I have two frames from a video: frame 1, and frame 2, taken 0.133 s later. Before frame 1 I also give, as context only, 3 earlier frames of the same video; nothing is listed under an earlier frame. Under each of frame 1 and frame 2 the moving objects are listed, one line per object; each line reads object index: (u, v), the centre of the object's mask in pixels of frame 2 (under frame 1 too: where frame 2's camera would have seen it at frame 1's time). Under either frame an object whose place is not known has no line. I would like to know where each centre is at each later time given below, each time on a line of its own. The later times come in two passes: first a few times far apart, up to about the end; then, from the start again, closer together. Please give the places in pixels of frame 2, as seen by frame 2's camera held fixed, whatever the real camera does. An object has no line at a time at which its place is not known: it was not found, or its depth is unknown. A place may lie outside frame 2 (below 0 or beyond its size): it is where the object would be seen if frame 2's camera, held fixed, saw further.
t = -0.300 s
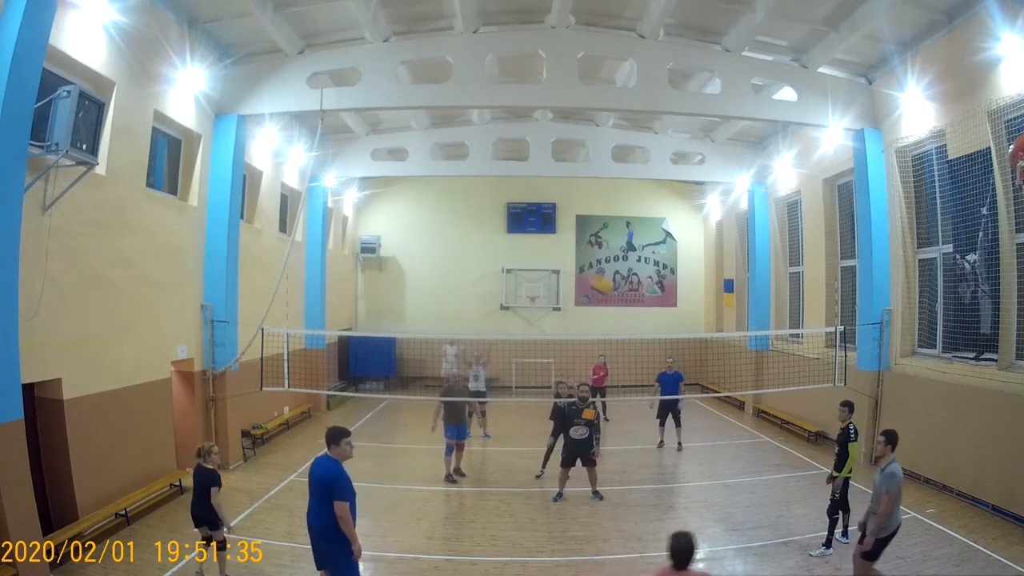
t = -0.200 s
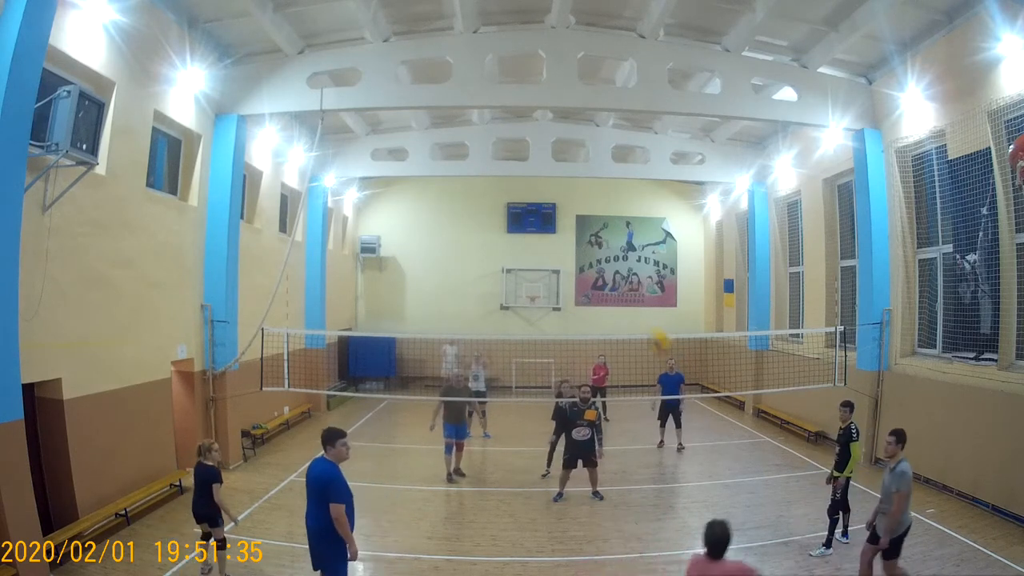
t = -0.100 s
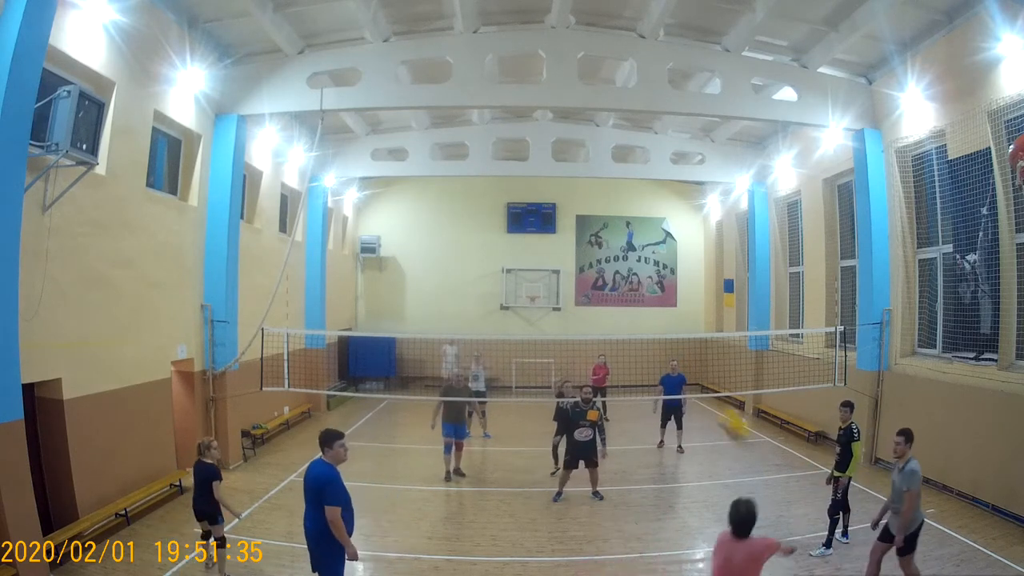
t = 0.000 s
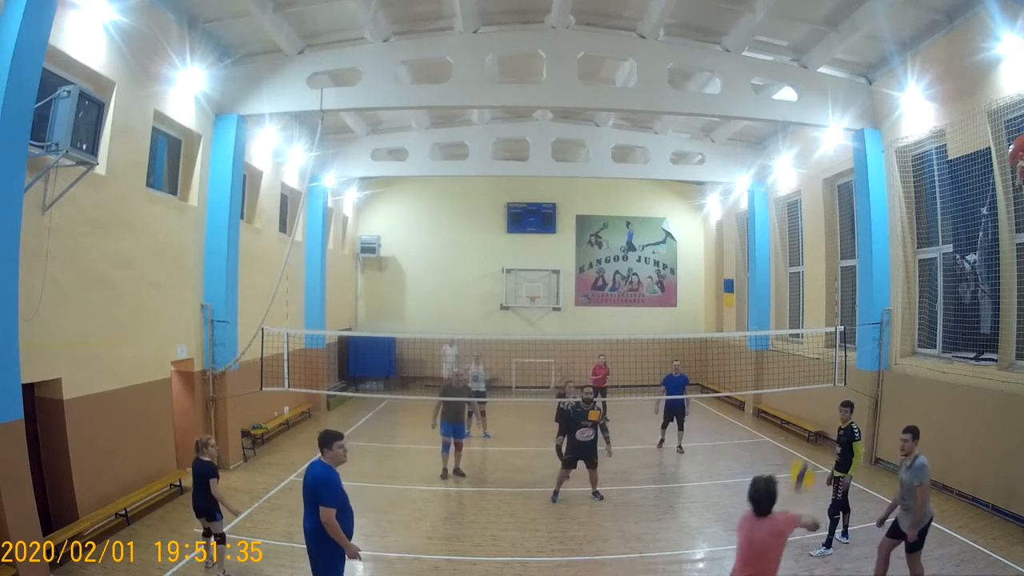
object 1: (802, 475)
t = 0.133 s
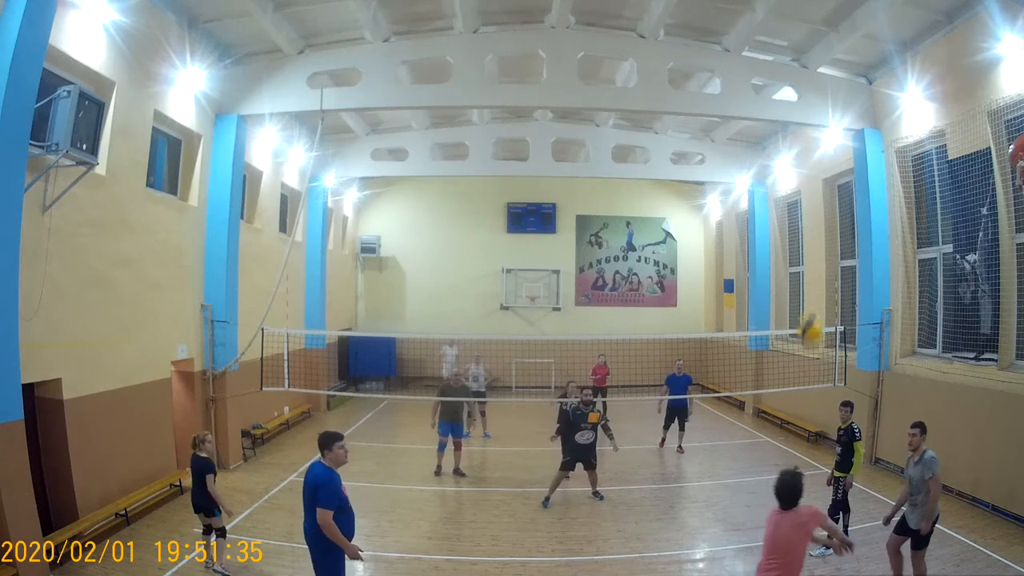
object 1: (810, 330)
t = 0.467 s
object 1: (795, 93)
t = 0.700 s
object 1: (786, 29)
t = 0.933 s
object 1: (784, 25)
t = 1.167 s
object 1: (789, 73)
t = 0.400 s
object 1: (798, 122)
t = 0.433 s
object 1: (796, 106)
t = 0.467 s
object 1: (795, 93)
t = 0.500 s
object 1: (793, 79)
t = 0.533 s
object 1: (792, 66)
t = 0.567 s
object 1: (790, 56)
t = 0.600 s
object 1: (789, 48)
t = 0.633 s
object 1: (787, 39)
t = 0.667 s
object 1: (786, 34)
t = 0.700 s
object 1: (786, 29)
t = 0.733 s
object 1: (785, 25)
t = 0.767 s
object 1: (785, 22)
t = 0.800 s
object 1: (784, 21)
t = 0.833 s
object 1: (784, 20)
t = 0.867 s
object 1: (784, 21)
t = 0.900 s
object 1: (784, 22)
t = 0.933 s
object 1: (784, 25)
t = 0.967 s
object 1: (785, 28)
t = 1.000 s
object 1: (785, 34)
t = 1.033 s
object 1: (786, 39)
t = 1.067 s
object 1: (787, 46)
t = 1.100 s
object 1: (788, 54)
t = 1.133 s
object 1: (789, 63)
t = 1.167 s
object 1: (789, 73)
